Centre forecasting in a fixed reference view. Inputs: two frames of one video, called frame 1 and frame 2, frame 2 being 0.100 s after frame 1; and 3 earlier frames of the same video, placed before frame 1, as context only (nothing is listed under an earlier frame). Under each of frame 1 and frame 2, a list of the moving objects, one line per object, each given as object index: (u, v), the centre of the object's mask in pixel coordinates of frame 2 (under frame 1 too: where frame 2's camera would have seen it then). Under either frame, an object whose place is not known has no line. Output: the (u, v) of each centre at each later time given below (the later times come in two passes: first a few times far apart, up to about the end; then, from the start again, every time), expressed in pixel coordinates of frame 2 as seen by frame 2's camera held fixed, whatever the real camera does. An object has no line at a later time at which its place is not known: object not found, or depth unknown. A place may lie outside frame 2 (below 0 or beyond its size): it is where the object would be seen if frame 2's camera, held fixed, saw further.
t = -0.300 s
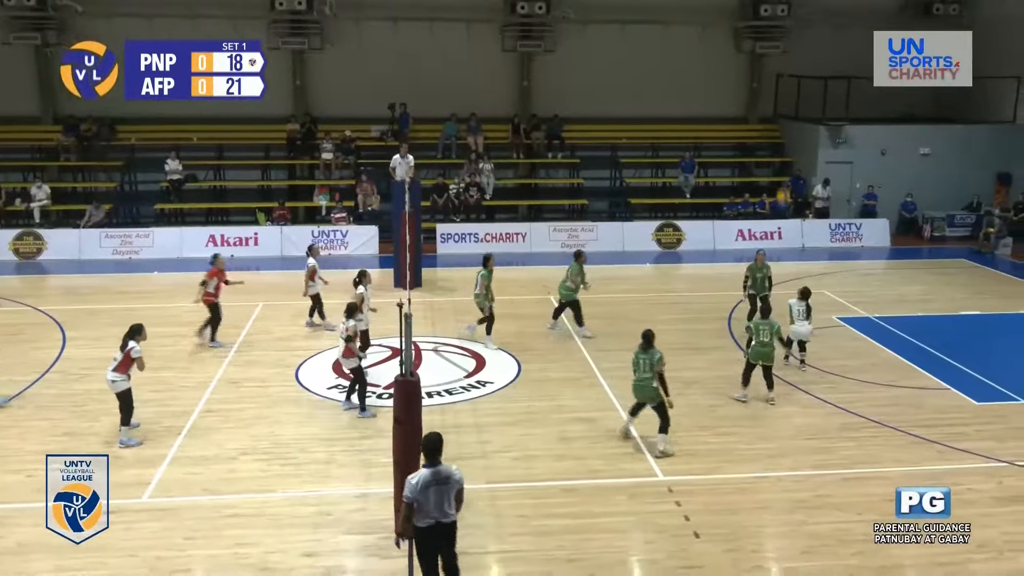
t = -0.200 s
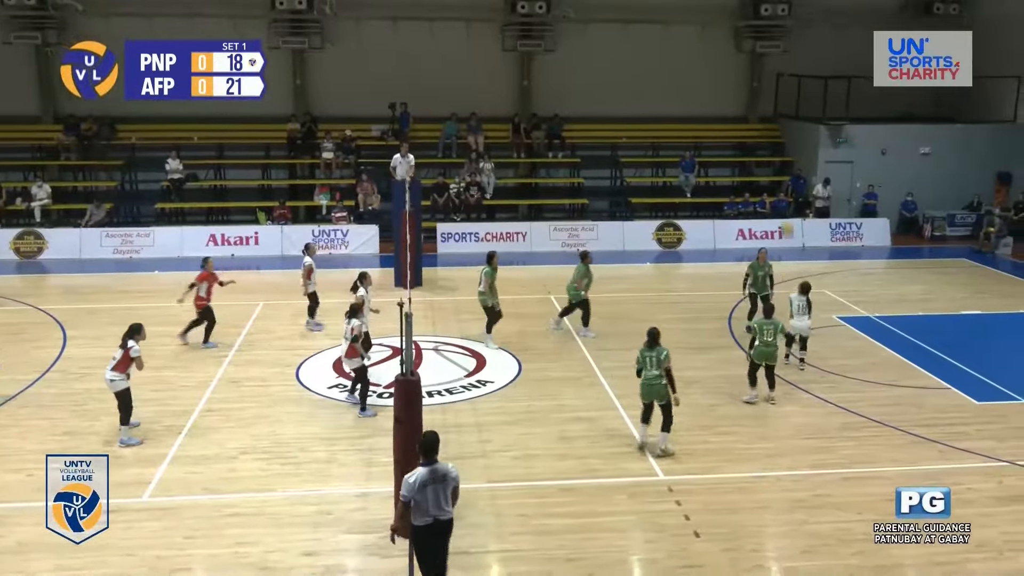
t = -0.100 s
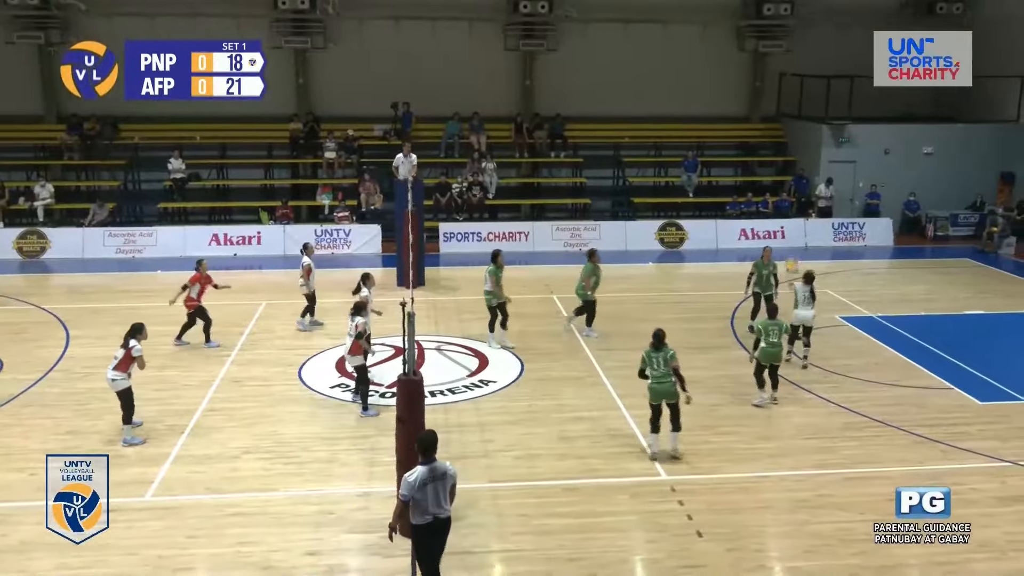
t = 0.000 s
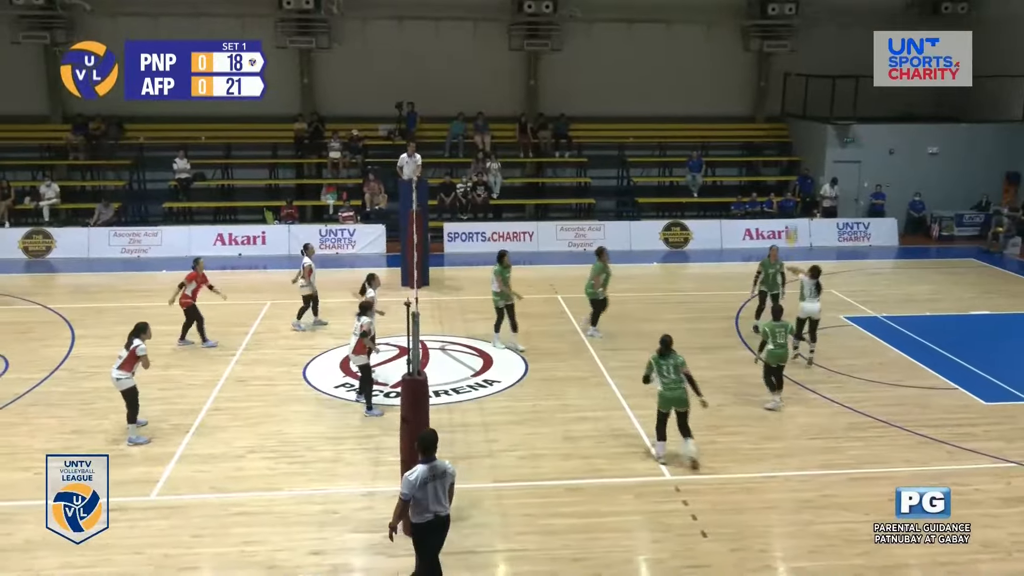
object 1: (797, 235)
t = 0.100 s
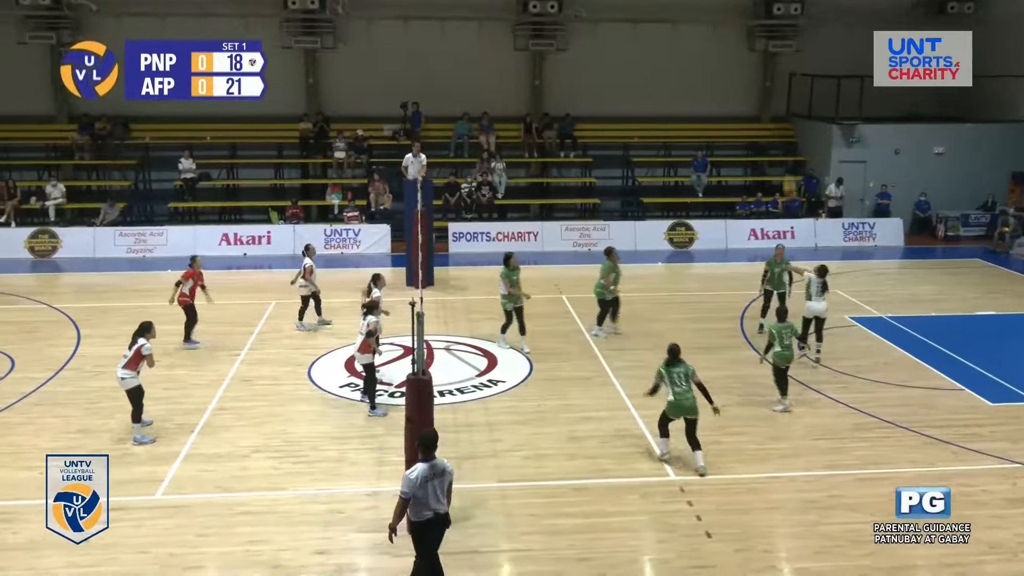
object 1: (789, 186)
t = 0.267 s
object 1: (776, 118)
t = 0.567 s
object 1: (748, 39)
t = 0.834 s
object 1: (719, 17)
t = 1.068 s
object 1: (693, 34)
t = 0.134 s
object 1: (787, 172)
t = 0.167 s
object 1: (784, 158)
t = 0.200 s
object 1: (781, 144)
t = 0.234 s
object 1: (779, 131)
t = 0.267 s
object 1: (776, 118)
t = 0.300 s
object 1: (773, 107)
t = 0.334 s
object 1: (770, 96)
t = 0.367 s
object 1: (767, 86)
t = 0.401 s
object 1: (764, 76)
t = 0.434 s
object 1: (761, 67)
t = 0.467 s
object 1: (758, 59)
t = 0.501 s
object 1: (754, 52)
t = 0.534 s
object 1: (751, 44)
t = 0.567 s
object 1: (748, 39)
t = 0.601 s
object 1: (745, 34)
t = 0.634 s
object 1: (741, 29)
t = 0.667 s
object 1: (738, 25)
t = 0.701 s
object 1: (734, 22)
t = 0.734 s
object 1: (731, 19)
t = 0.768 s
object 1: (727, 18)
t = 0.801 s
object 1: (723, 17)
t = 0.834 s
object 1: (719, 17)
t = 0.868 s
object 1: (715, 17)
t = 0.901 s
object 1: (712, 18)
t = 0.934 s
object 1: (708, 20)
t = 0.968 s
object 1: (704, 22)
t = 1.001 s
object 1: (700, 27)
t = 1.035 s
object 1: (696, 29)
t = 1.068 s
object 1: (693, 34)
